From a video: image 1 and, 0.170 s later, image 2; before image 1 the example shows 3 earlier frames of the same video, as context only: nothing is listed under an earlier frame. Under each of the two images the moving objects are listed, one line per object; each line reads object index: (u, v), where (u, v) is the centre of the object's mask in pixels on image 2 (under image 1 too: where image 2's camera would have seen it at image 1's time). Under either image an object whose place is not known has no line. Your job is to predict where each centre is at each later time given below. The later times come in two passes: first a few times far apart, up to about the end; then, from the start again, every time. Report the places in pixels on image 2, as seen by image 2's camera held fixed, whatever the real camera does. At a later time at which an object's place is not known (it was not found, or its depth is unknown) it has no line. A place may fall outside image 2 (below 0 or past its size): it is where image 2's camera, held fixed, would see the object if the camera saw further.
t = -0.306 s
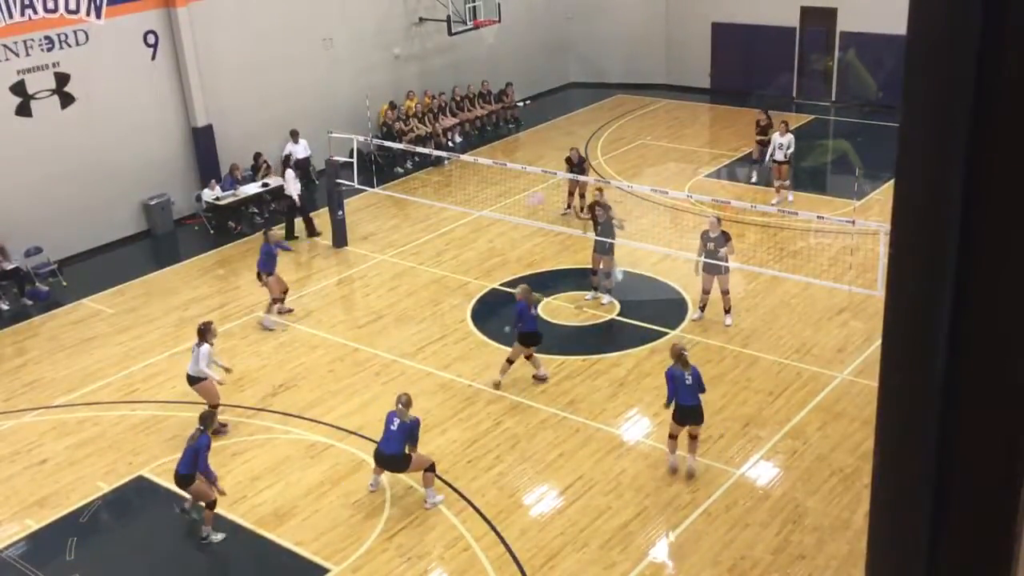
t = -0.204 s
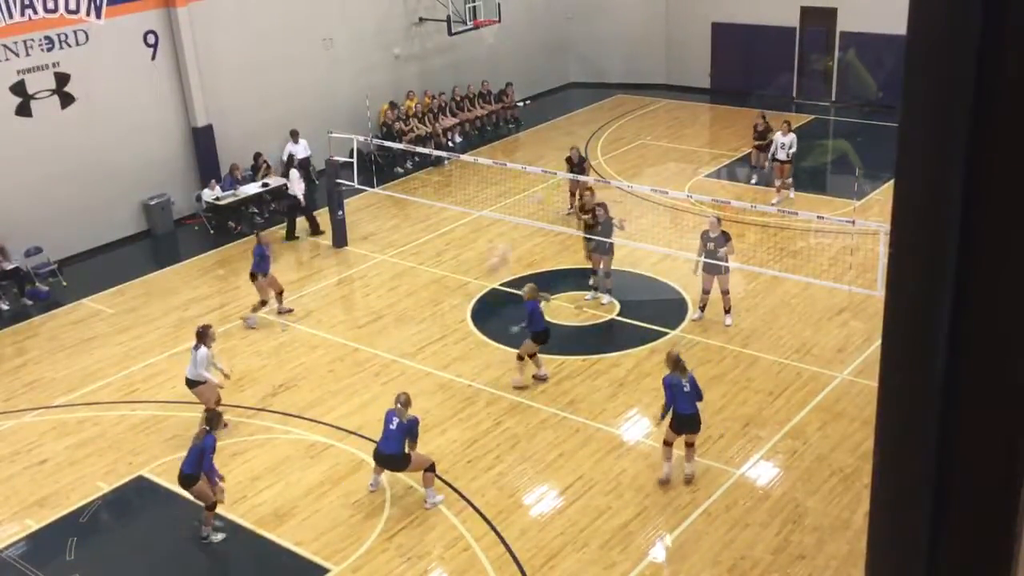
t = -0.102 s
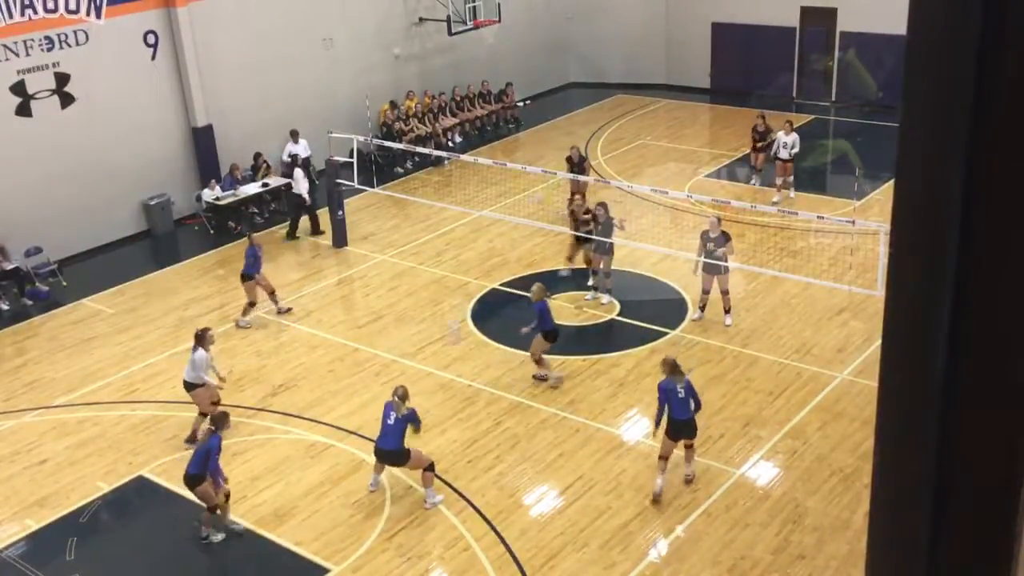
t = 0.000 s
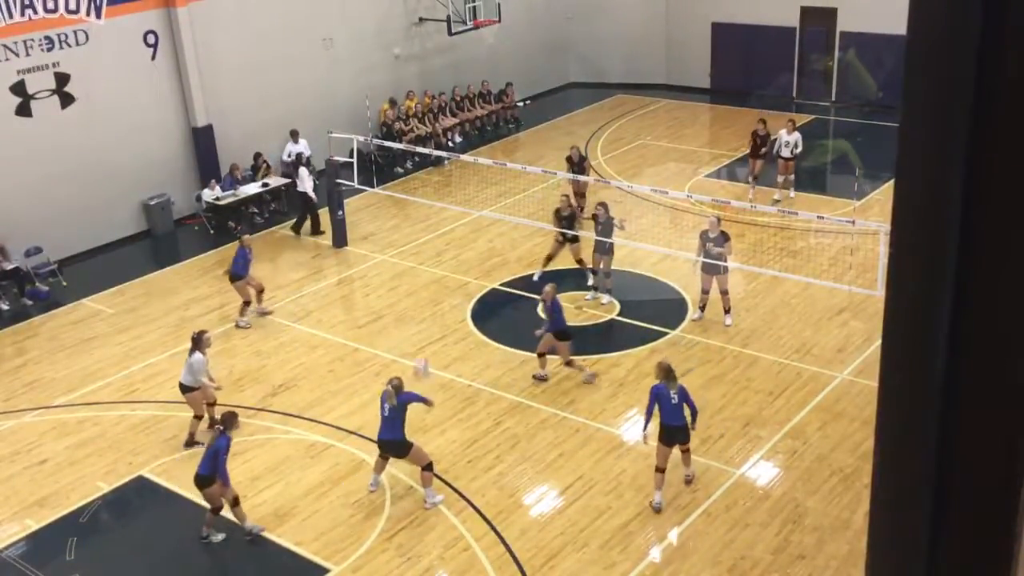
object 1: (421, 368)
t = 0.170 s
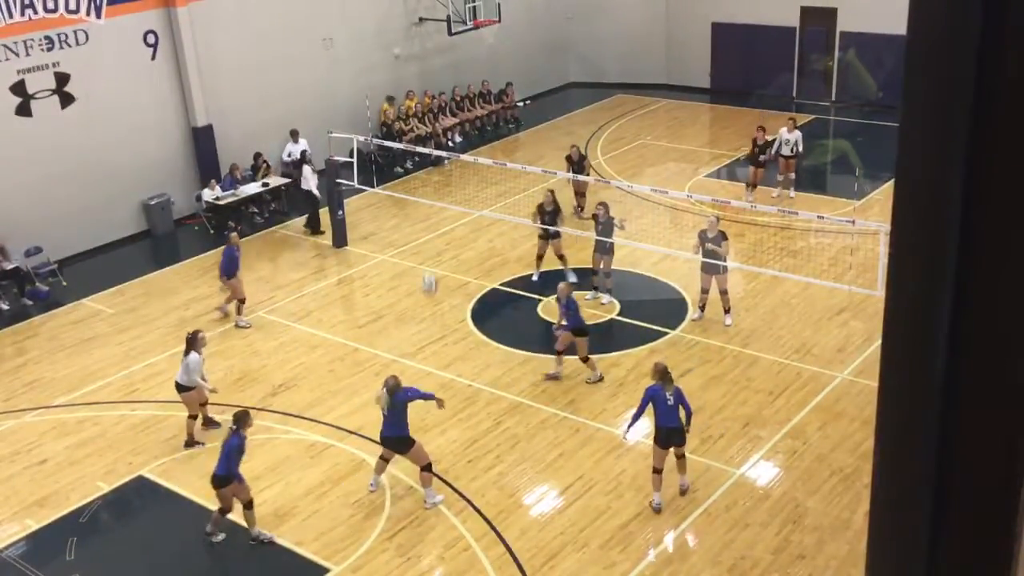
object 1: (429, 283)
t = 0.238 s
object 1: (433, 256)
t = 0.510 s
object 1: (452, 177)
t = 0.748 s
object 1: (469, 157)
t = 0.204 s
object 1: (431, 270)
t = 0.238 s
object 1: (433, 256)
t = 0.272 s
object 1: (436, 244)
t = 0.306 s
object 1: (437, 233)
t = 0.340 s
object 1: (440, 220)
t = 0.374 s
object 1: (441, 211)
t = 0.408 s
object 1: (444, 200)
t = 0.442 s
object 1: (446, 192)
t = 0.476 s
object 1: (449, 185)
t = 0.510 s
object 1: (452, 177)
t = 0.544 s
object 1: (453, 171)
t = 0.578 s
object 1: (455, 167)
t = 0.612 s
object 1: (457, 164)
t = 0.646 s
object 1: (460, 161)
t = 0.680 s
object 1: (464, 158)
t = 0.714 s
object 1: (467, 157)
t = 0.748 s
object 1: (469, 157)
